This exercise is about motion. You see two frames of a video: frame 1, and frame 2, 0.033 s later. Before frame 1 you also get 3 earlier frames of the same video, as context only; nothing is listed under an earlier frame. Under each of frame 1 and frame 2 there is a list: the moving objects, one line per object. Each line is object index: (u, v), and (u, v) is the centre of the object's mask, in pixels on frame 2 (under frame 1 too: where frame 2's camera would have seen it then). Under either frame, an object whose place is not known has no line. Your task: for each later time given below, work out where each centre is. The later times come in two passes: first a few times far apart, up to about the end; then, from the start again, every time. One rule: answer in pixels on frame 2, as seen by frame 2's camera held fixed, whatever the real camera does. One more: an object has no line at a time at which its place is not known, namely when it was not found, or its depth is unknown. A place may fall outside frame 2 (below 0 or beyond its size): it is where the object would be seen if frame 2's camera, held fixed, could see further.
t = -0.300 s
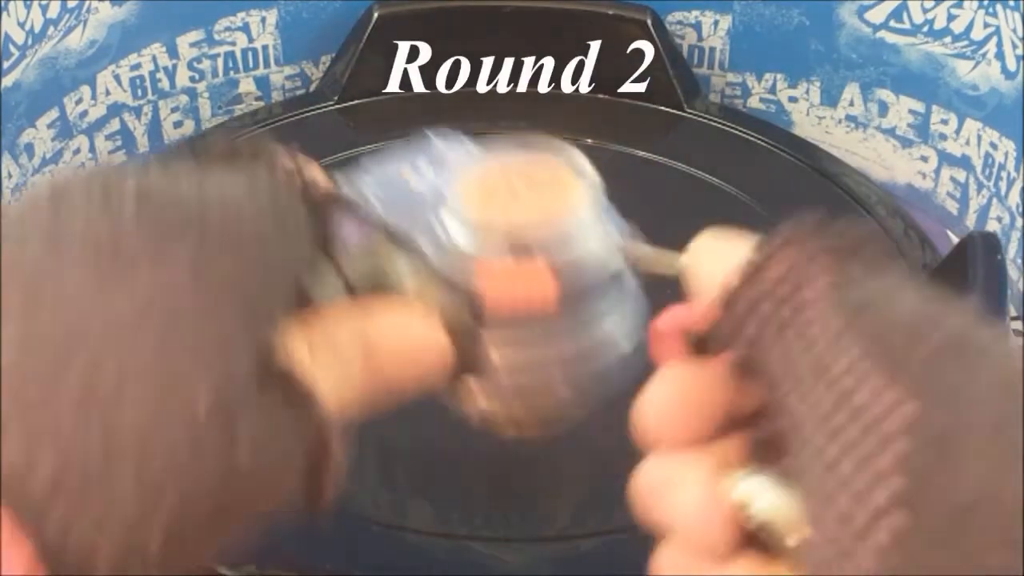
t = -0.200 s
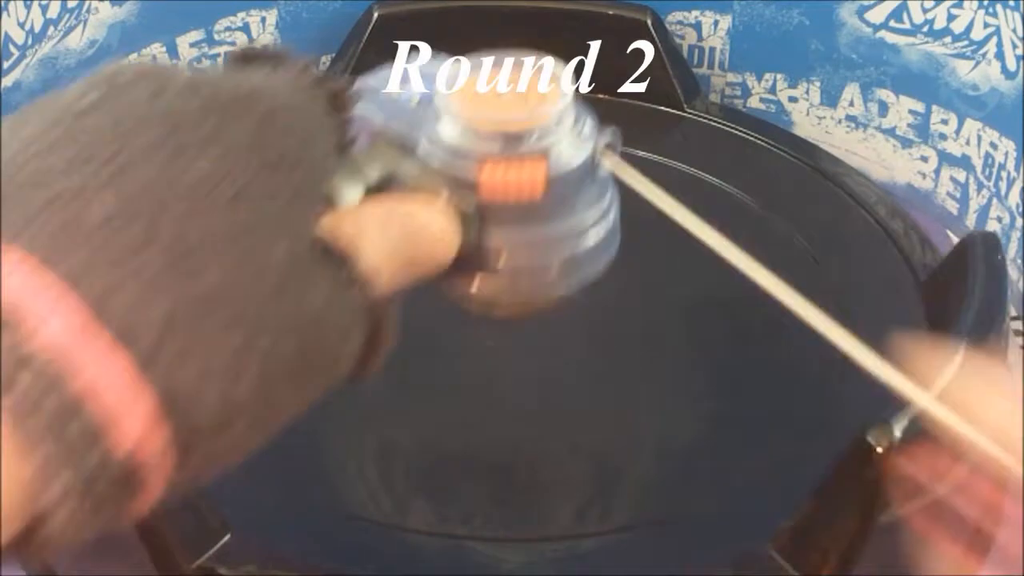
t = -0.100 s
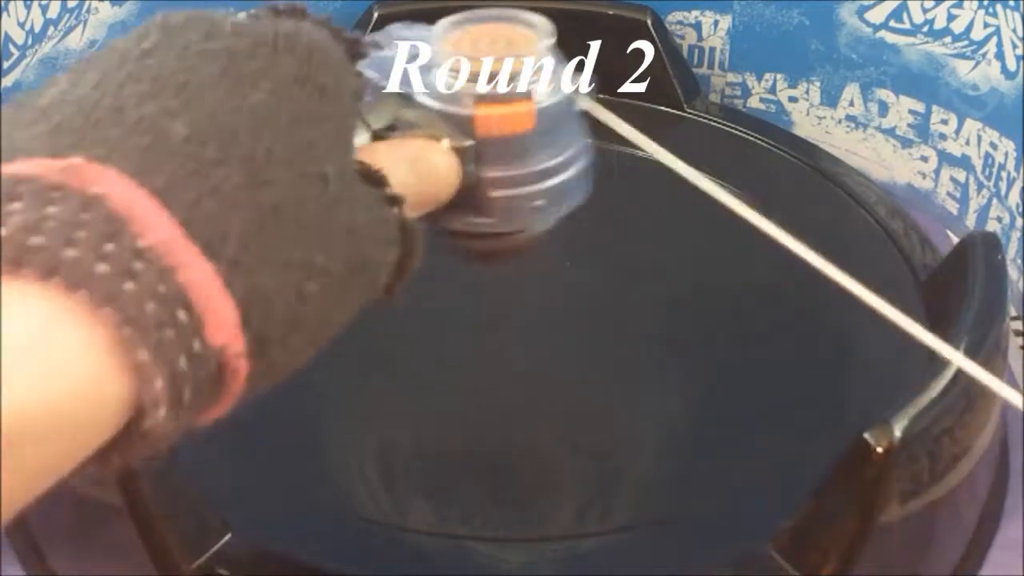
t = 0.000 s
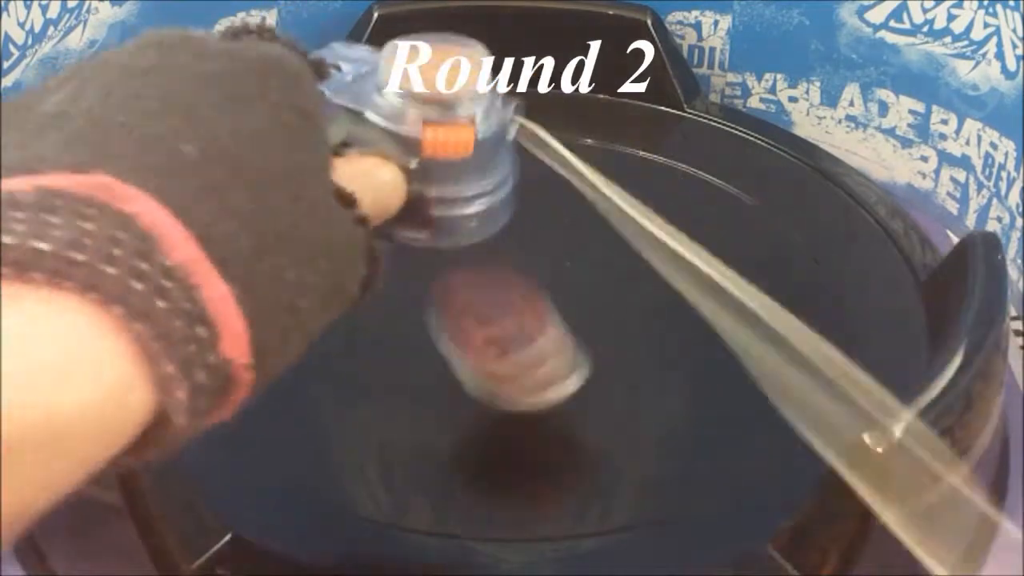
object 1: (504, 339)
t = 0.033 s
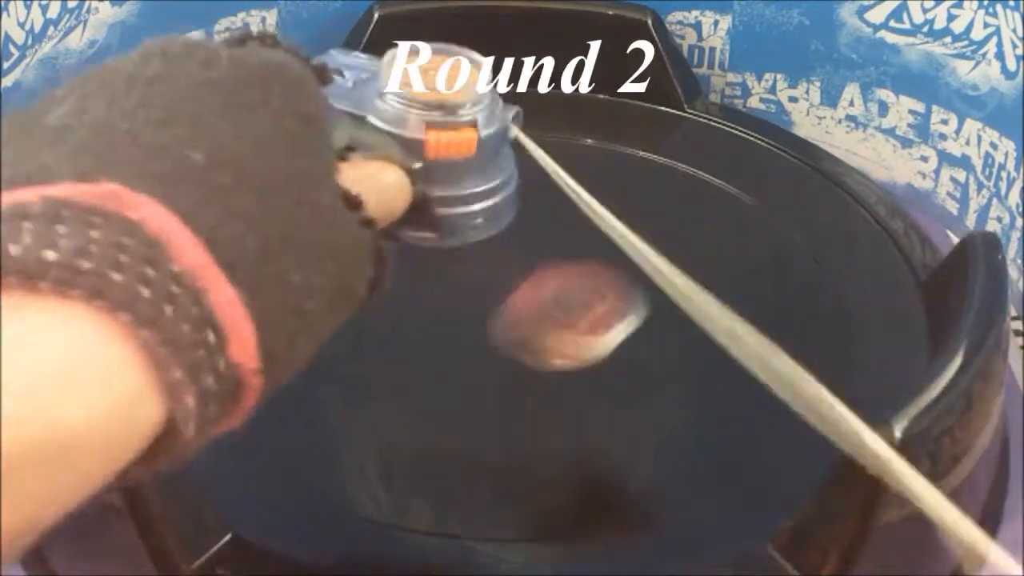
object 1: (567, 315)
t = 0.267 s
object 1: (832, 232)
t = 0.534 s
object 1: (626, 195)
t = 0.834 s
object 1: (462, 273)
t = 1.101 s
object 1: (527, 346)
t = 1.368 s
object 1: (614, 328)
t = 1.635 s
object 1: (541, 297)
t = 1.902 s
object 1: (482, 332)
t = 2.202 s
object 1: (517, 335)
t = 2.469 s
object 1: (473, 307)
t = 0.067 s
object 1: (612, 274)
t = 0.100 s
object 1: (694, 231)
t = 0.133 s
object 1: (727, 245)
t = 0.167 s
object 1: (776, 274)
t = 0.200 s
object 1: (809, 266)
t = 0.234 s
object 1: (823, 238)
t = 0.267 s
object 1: (832, 232)
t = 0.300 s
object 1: (831, 227)
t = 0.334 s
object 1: (817, 205)
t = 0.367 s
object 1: (800, 208)
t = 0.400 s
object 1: (767, 201)
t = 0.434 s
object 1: (731, 198)
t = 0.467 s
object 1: (695, 197)
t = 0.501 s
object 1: (659, 196)
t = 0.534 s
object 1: (626, 195)
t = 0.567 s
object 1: (595, 197)
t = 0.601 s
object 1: (568, 200)
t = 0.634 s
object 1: (542, 206)
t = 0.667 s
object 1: (520, 214)
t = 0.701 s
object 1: (502, 224)
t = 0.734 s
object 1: (486, 236)
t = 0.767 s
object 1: (475, 247)
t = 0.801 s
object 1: (467, 260)
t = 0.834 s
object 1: (462, 273)
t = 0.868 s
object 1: (462, 286)
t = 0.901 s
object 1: (464, 298)
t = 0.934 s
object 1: (469, 309)
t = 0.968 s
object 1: (477, 319)
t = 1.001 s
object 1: (487, 328)
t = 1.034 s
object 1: (500, 335)
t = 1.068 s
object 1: (513, 341)
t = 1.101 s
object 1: (527, 346)
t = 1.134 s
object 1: (542, 350)
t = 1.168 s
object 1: (555, 351)
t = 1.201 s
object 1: (569, 350)
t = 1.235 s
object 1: (582, 349)
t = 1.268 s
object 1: (593, 345)
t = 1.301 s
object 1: (603, 341)
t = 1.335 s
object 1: (610, 334)
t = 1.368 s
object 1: (614, 328)
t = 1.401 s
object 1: (614, 321)
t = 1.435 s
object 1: (610, 314)
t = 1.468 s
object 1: (603, 308)
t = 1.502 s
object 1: (593, 303)
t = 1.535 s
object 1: (581, 300)
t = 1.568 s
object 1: (568, 298)
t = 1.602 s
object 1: (554, 297)
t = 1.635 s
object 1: (541, 297)
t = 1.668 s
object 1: (528, 299)
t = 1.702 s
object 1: (515, 302)
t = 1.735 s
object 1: (504, 306)
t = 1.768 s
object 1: (495, 310)
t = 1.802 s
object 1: (488, 315)
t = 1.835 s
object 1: (484, 321)
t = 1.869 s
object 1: (482, 327)
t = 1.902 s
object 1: (482, 332)
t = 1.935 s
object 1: (484, 337)
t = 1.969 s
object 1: (488, 340)
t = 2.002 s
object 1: (493, 343)
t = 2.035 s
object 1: (498, 345)
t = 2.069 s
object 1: (504, 345)
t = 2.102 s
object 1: (509, 344)
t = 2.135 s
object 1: (514, 342)
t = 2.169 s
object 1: (516, 338)
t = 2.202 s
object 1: (517, 335)
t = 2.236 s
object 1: (517, 330)
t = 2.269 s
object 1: (514, 325)
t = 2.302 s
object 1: (510, 320)
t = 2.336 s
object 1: (504, 315)
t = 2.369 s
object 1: (497, 312)
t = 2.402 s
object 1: (490, 309)
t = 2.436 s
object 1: (481, 307)
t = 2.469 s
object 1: (473, 307)
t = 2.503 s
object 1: (465, 306)
